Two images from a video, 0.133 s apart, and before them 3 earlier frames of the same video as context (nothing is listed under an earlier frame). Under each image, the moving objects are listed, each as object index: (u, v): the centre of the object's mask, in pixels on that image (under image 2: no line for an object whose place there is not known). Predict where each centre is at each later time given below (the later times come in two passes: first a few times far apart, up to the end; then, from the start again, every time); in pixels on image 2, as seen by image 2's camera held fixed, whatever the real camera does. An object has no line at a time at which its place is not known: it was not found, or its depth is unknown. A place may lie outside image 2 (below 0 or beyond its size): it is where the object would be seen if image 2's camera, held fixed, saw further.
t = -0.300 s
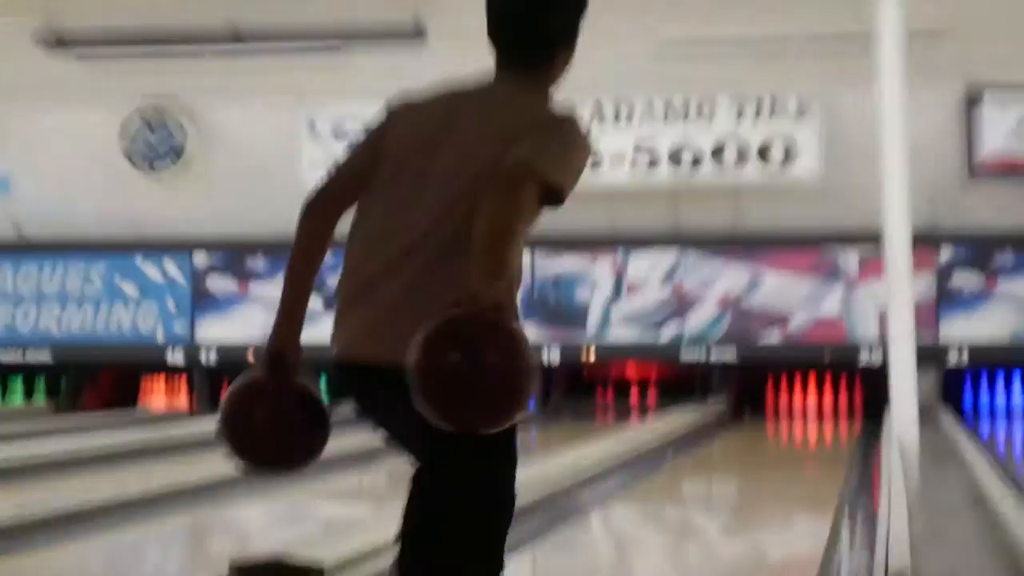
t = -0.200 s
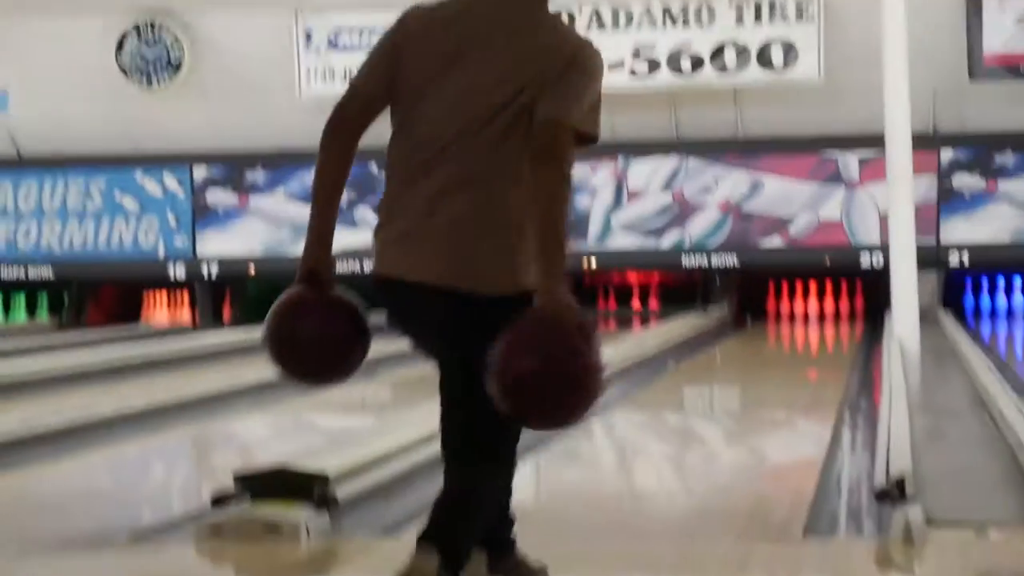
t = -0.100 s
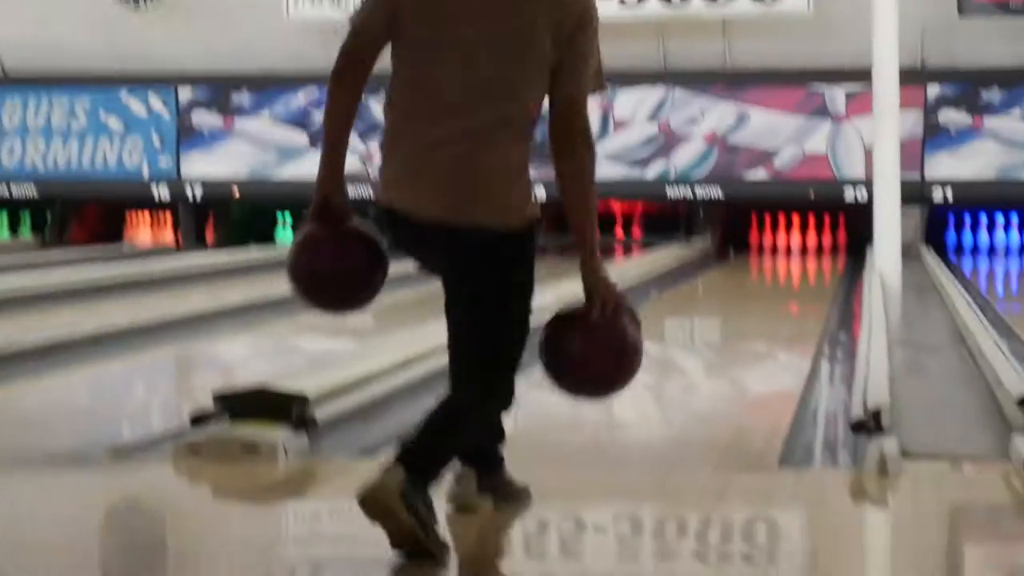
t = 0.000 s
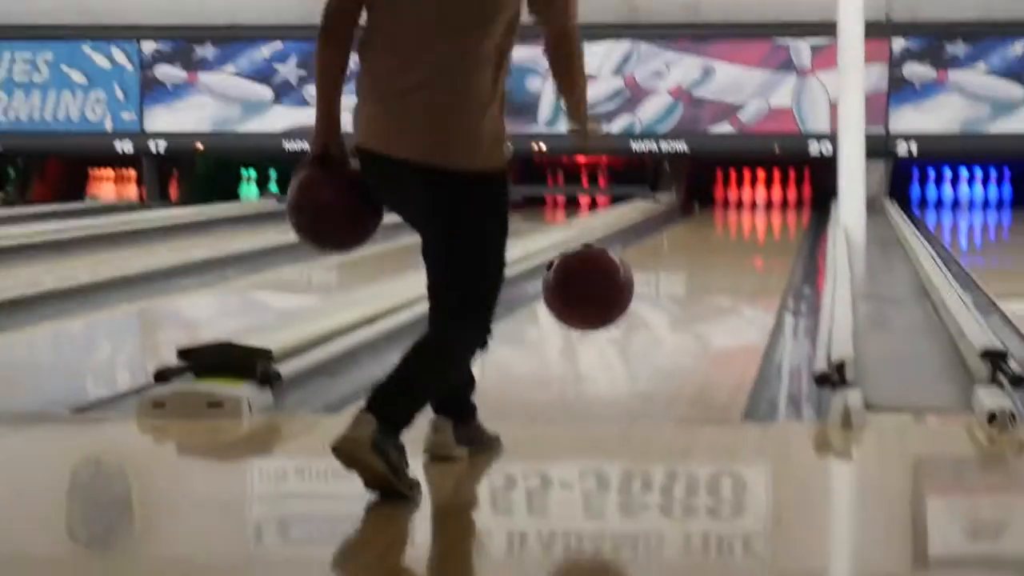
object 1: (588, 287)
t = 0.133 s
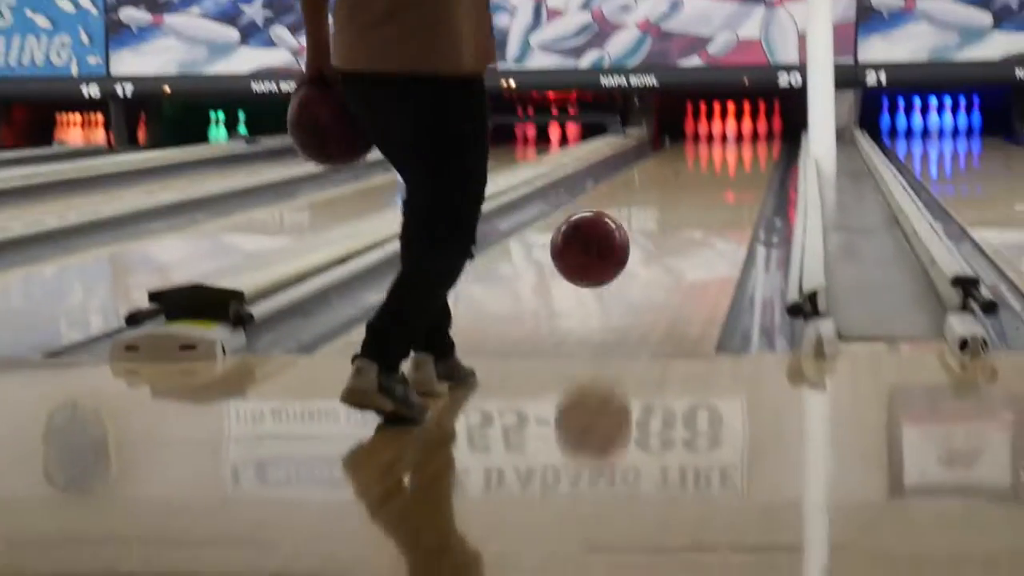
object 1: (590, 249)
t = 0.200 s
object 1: (602, 281)
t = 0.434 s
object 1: (633, 247)
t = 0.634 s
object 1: (651, 223)
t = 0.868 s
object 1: (667, 203)
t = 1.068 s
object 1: (676, 190)
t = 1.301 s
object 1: (684, 177)
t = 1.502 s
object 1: (690, 168)
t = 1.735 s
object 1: (694, 160)
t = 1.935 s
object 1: (697, 153)
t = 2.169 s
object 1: (699, 147)
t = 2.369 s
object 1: (702, 143)
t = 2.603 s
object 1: (702, 138)
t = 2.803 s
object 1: (703, 136)
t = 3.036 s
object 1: (702, 132)
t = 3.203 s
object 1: (692, 130)
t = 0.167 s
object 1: (596, 264)
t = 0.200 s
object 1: (602, 281)
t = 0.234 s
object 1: (608, 279)
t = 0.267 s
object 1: (612, 274)
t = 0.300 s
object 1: (617, 268)
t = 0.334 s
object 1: (621, 262)
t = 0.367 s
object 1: (625, 257)
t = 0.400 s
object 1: (629, 251)
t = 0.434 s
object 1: (633, 247)
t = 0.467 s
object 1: (636, 242)
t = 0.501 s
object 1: (640, 238)
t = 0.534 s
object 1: (643, 234)
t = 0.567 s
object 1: (646, 230)
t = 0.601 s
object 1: (649, 226)
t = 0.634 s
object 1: (651, 223)
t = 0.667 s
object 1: (654, 220)
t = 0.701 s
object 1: (657, 216)
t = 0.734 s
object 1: (659, 213)
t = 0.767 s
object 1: (661, 211)
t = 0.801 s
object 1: (663, 208)
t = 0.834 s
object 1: (665, 205)
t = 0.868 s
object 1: (667, 203)
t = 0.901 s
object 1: (668, 201)
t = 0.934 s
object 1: (670, 198)
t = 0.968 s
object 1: (672, 196)
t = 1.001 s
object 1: (673, 194)
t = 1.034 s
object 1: (674, 192)
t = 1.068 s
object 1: (676, 190)
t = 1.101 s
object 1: (677, 188)
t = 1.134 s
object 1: (678, 186)
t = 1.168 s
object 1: (680, 184)
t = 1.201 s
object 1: (681, 182)
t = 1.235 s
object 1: (682, 180)
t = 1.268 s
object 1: (683, 179)
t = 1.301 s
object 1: (684, 177)
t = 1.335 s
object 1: (685, 175)
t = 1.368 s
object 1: (686, 173)
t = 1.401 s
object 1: (687, 172)
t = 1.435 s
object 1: (688, 170)
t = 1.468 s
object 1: (688, 169)
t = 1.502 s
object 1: (690, 168)
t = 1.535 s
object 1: (690, 167)
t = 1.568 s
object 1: (691, 166)
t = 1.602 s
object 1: (692, 165)
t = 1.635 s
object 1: (692, 163)
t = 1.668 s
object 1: (693, 162)
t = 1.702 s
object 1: (694, 161)
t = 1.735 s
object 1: (694, 160)
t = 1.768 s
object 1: (695, 158)
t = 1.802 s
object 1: (696, 156)
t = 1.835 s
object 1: (695, 156)
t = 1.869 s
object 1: (696, 155)
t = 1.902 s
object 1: (696, 154)
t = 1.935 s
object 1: (697, 153)
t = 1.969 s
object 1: (697, 152)
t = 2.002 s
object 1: (698, 151)
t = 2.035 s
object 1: (697, 151)
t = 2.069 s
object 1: (698, 150)
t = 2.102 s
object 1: (699, 149)
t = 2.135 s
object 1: (700, 148)
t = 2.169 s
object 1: (699, 147)
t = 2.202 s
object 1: (700, 146)
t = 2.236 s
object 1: (700, 146)
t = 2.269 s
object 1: (701, 145)
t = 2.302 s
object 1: (701, 144)
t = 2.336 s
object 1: (701, 143)
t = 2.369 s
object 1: (702, 143)
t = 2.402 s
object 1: (702, 142)
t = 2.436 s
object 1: (702, 141)
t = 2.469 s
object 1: (702, 141)
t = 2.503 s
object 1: (702, 140)
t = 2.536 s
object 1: (702, 140)
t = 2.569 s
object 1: (703, 139)
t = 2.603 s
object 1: (702, 138)
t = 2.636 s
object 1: (702, 137)
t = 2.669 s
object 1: (702, 137)
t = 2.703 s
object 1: (702, 137)
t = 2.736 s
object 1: (702, 136)
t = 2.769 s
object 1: (703, 136)
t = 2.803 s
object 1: (703, 136)
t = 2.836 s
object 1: (702, 135)
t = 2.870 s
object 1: (703, 135)
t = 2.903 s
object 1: (703, 135)
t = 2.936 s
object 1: (703, 134)
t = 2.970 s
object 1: (703, 133)
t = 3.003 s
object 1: (703, 133)
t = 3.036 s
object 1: (702, 132)
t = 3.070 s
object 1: (703, 131)
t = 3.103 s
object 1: (702, 130)
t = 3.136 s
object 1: (701, 130)
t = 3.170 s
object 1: (696, 130)
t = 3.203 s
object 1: (692, 130)
